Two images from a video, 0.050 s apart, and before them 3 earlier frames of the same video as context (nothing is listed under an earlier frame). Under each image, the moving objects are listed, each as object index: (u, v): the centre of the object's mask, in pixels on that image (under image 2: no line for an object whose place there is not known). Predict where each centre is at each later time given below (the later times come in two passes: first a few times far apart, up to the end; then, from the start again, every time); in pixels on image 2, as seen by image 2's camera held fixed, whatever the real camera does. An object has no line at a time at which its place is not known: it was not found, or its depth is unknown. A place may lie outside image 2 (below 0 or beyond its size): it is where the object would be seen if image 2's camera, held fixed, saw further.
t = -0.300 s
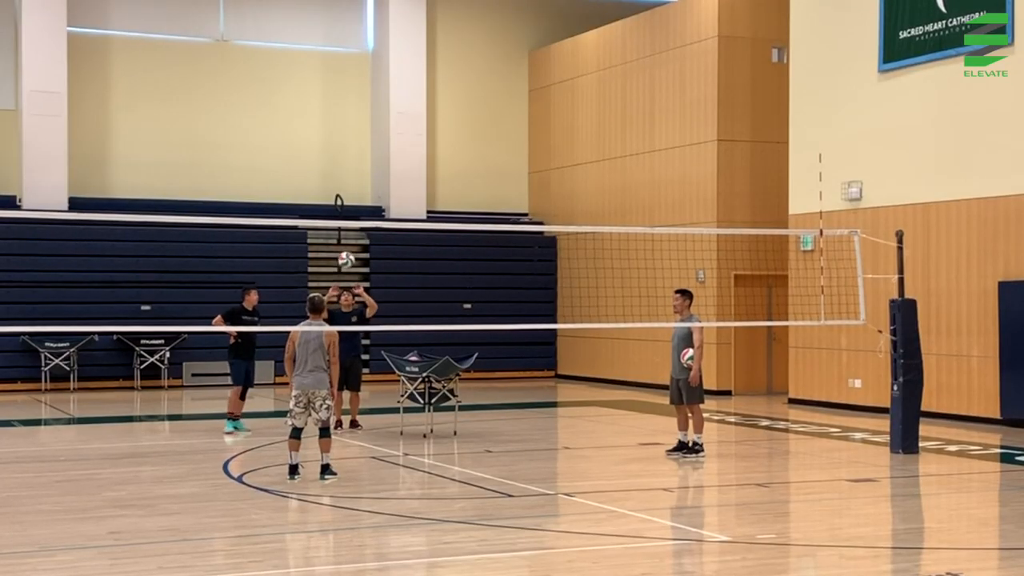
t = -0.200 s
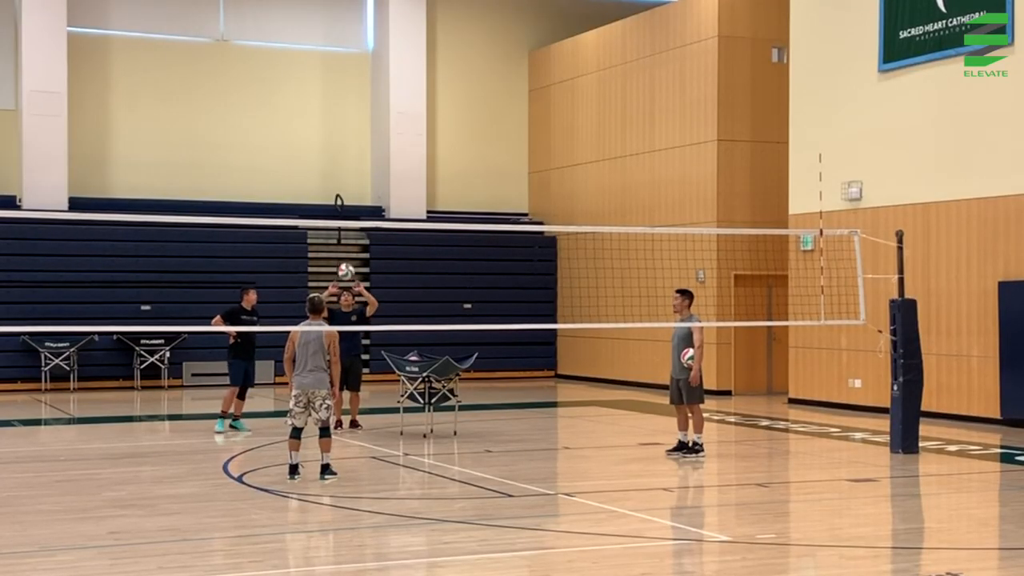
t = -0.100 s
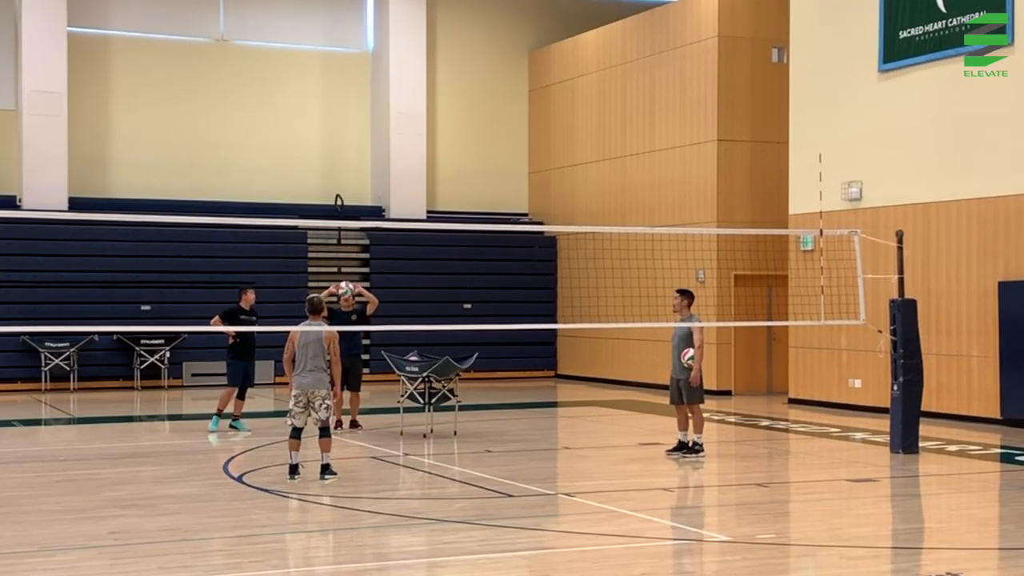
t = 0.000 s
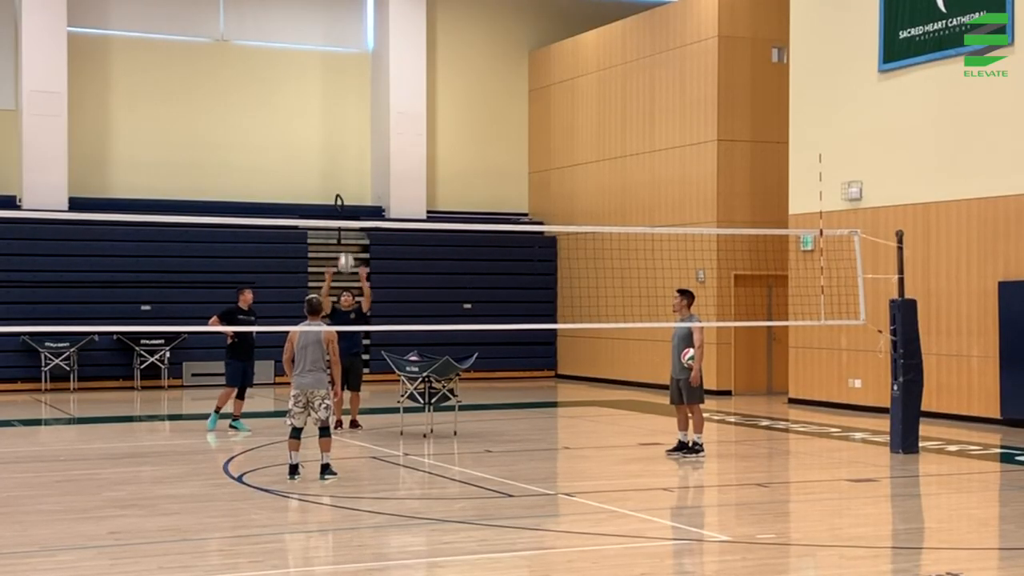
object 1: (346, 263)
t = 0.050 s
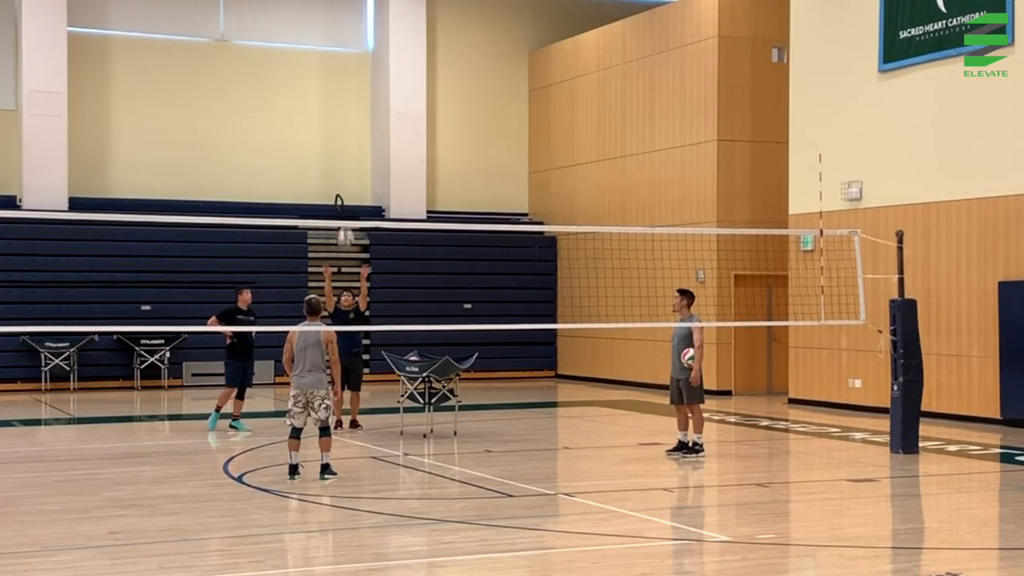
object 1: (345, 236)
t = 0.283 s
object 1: (344, 141)
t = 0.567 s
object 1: (342, 81)
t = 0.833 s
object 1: (341, 86)
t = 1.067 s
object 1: (340, 146)
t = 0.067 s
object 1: (345, 232)
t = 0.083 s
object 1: (345, 216)
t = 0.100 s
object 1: (345, 213)
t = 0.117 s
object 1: (344, 207)
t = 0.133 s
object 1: (343, 200)
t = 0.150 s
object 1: (344, 191)
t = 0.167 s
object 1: (345, 185)
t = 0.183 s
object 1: (344, 178)
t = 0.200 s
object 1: (344, 172)
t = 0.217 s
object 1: (344, 165)
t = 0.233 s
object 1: (345, 159)
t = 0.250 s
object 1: (345, 153)
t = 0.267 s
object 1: (345, 146)
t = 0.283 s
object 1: (344, 141)
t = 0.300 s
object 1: (345, 136)
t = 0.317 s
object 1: (344, 131)
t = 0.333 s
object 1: (344, 126)
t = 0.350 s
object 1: (344, 121)
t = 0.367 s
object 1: (344, 117)
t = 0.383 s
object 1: (344, 113)
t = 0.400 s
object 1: (344, 109)
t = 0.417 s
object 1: (344, 105)
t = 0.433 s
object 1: (344, 101)
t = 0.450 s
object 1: (343, 98)
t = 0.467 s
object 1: (343, 95)
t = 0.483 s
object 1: (343, 92)
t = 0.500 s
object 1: (343, 89)
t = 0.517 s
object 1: (343, 86)
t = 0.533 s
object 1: (343, 84)
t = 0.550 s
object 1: (343, 82)
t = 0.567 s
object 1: (342, 81)
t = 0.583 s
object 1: (342, 79)
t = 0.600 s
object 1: (342, 78)
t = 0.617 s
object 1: (342, 77)
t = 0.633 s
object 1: (342, 76)
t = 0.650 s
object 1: (342, 75)
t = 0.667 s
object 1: (342, 75)
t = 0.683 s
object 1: (342, 75)
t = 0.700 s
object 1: (342, 75)
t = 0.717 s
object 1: (342, 75)
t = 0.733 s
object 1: (342, 76)
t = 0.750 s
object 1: (342, 77)
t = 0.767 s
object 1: (342, 78)
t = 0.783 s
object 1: (341, 80)
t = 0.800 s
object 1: (341, 81)
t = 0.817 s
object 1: (341, 83)
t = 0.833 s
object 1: (341, 86)
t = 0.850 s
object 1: (341, 88)
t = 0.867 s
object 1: (341, 91)
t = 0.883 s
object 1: (341, 94)
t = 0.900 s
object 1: (341, 97)
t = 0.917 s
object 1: (341, 101)
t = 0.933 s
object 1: (341, 105)
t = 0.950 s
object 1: (341, 109)
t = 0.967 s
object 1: (340, 113)
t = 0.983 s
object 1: (340, 118)
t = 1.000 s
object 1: (340, 123)
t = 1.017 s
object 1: (340, 129)
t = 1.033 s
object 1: (340, 134)
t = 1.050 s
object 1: (340, 140)
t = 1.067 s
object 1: (340, 146)
